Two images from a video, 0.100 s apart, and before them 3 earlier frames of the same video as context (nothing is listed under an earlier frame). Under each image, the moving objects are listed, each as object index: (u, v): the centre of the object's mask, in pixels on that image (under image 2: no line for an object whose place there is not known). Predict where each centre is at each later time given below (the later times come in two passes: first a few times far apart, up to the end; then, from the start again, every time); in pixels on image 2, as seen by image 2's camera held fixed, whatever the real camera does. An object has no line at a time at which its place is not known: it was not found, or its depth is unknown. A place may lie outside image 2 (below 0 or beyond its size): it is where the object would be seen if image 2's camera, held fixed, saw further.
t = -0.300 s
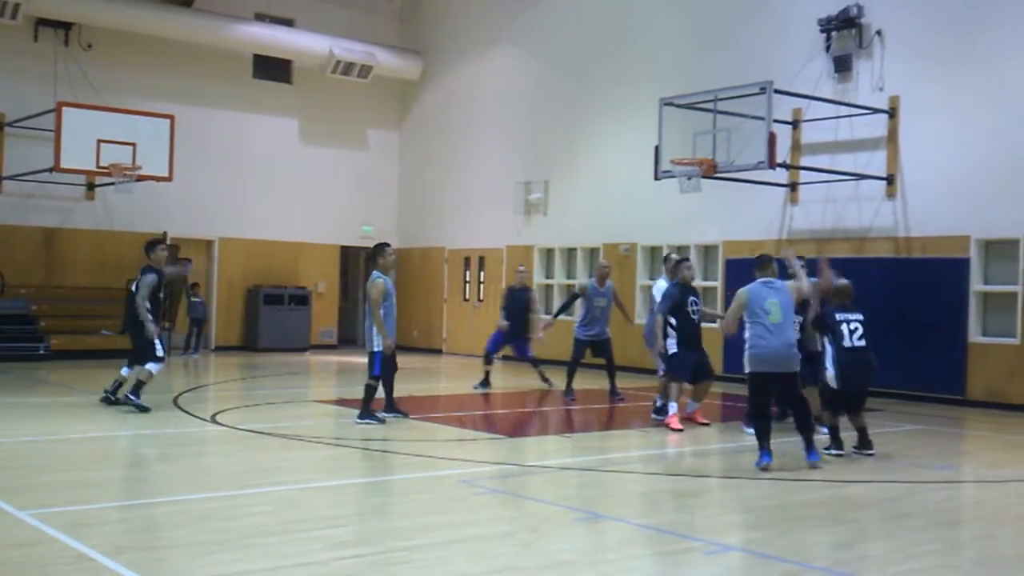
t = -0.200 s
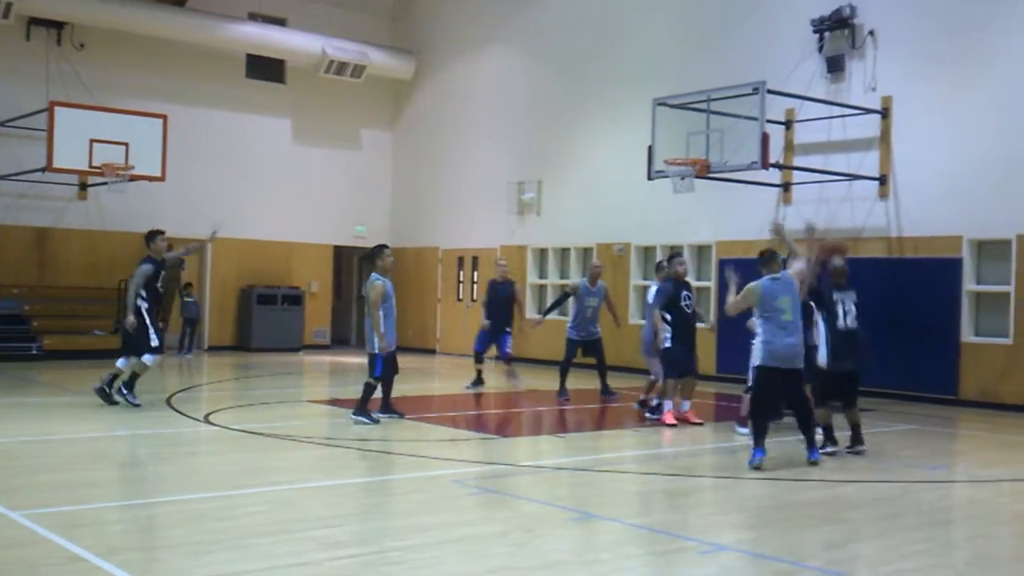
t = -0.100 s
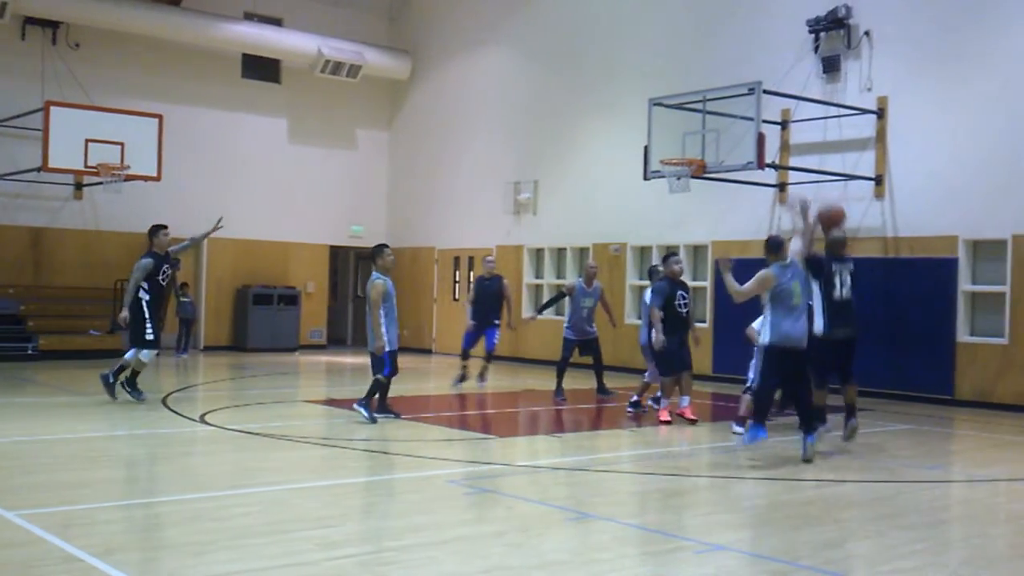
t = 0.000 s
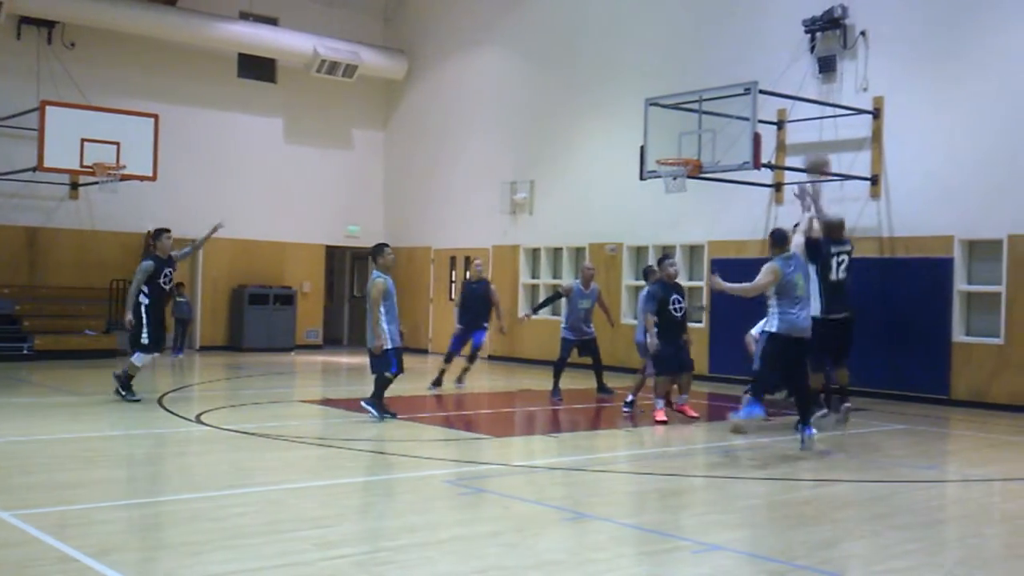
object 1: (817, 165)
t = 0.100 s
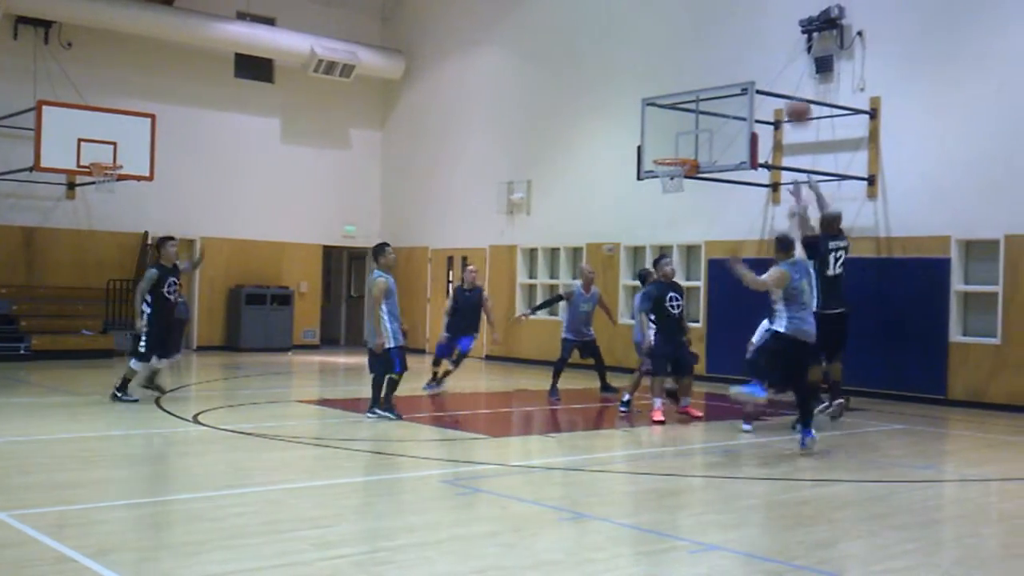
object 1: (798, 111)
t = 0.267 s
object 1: (773, 52)
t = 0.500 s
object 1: (742, 23)
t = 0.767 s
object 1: (709, 50)
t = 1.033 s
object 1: (677, 132)
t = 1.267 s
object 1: (662, 138)
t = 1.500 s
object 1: (649, 160)
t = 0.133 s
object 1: (793, 96)
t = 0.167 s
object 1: (788, 82)
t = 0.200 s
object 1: (783, 72)
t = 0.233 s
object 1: (778, 61)
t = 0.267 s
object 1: (773, 52)
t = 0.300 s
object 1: (768, 44)
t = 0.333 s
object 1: (764, 38)
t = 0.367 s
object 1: (759, 32)
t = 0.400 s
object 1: (755, 28)
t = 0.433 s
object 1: (750, 25)
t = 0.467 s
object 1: (746, 23)
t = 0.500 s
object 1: (742, 23)
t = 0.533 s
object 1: (737, 22)
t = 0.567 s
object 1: (733, 24)
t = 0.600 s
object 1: (729, 25)
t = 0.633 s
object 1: (725, 29)
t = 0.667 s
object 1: (721, 32)
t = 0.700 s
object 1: (717, 37)
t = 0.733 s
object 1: (712, 43)
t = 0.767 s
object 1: (709, 50)
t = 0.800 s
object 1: (705, 57)
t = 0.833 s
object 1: (701, 65)
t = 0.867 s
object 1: (697, 75)
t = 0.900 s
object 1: (693, 85)
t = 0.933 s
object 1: (689, 94)
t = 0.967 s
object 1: (685, 108)
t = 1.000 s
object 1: (681, 119)
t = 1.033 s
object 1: (677, 132)
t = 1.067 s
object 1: (674, 145)
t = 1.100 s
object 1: (672, 148)
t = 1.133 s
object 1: (670, 144)
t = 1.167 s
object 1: (668, 141)
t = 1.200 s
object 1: (666, 139)
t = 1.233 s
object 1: (664, 138)
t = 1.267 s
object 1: (662, 138)
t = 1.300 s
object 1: (661, 139)
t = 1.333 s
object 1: (659, 141)
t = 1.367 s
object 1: (657, 143)
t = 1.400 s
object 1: (655, 146)
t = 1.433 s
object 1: (653, 150)
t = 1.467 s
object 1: (651, 154)
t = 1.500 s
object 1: (649, 160)
